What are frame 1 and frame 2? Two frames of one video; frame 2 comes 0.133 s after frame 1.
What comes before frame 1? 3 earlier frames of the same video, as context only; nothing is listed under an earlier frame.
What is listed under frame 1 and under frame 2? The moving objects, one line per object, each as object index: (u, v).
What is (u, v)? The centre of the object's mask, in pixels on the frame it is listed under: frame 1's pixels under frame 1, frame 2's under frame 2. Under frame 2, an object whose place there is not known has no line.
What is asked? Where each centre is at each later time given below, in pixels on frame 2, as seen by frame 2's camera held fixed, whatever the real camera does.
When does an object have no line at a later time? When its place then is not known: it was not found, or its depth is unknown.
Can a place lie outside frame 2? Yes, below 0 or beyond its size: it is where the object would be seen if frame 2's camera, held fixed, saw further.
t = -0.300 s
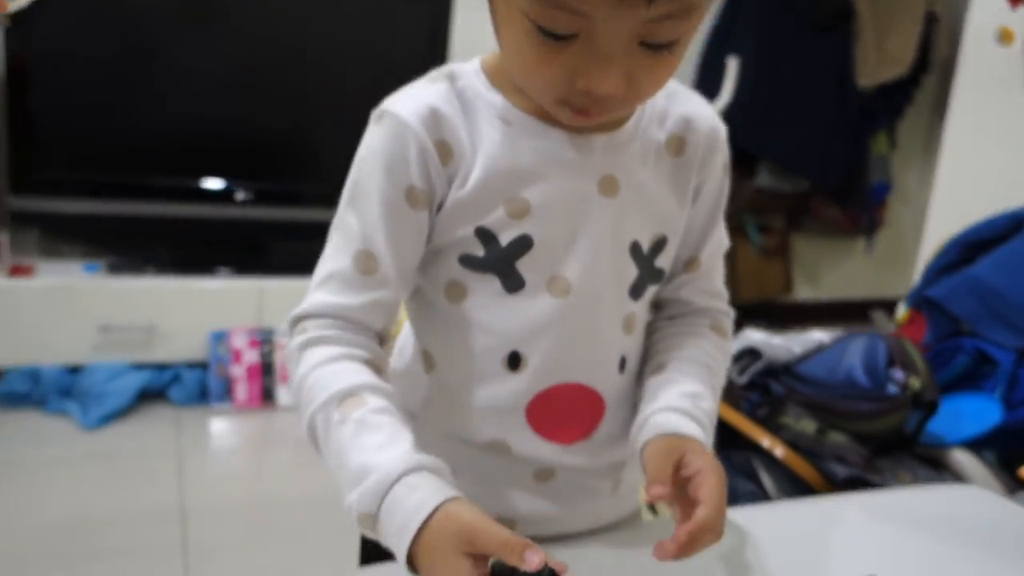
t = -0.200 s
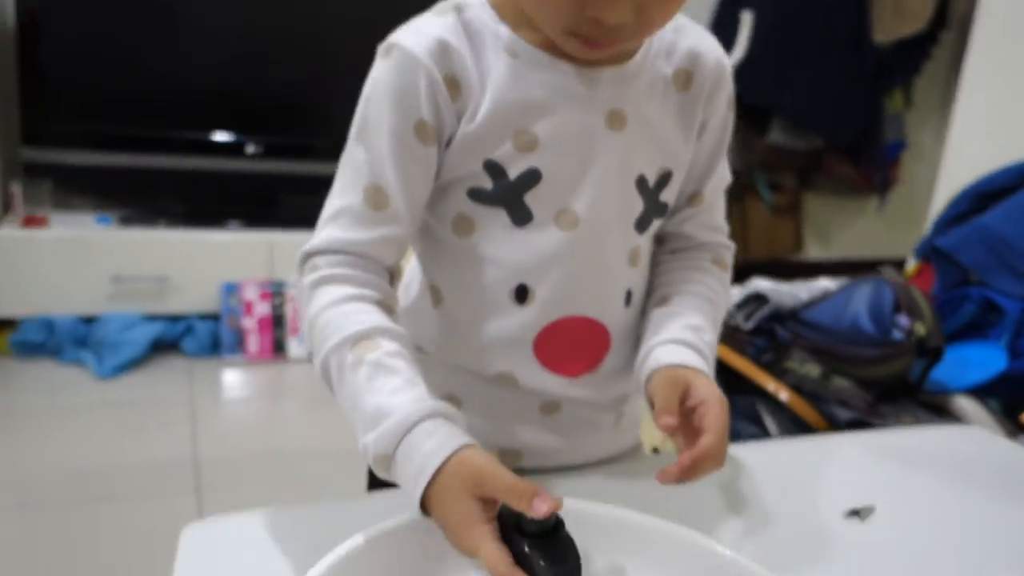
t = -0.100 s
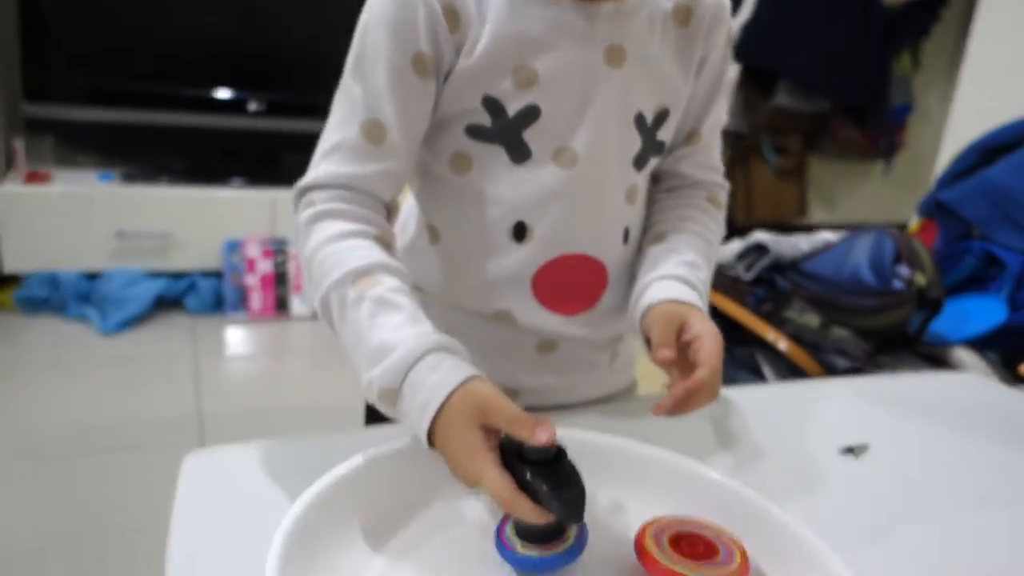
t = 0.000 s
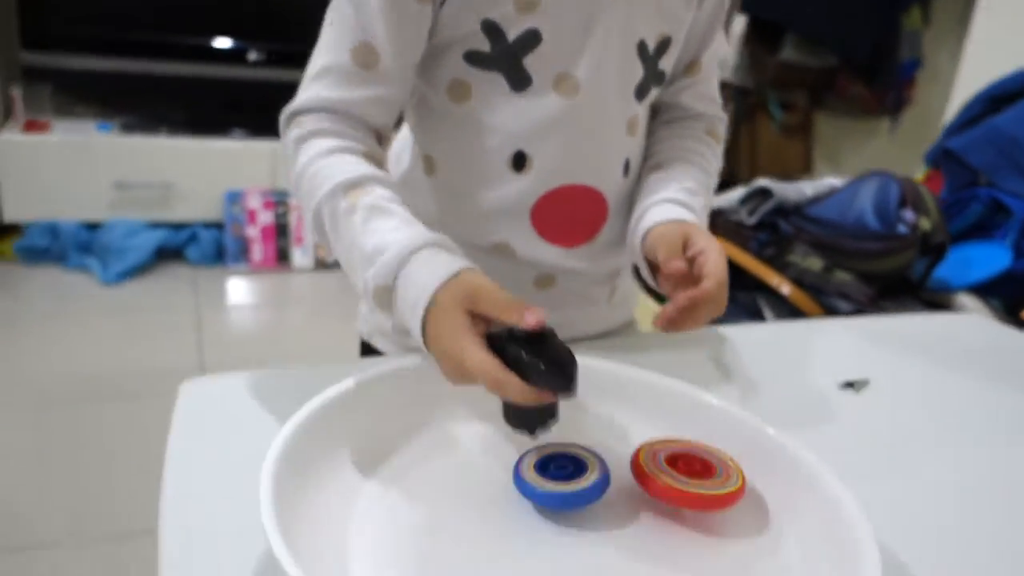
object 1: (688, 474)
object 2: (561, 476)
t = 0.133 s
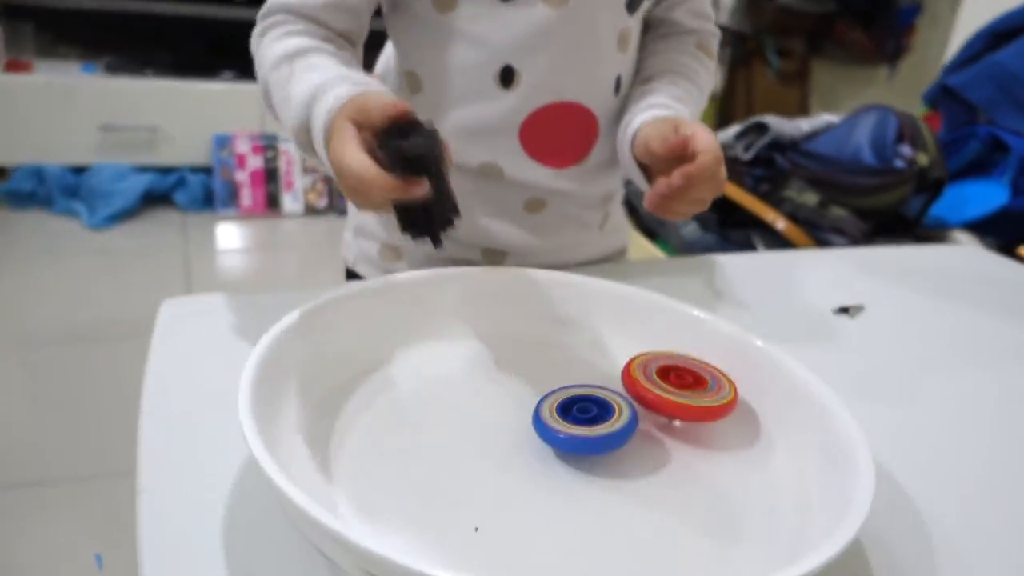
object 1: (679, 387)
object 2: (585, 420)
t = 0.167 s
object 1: (681, 386)
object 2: (591, 426)
